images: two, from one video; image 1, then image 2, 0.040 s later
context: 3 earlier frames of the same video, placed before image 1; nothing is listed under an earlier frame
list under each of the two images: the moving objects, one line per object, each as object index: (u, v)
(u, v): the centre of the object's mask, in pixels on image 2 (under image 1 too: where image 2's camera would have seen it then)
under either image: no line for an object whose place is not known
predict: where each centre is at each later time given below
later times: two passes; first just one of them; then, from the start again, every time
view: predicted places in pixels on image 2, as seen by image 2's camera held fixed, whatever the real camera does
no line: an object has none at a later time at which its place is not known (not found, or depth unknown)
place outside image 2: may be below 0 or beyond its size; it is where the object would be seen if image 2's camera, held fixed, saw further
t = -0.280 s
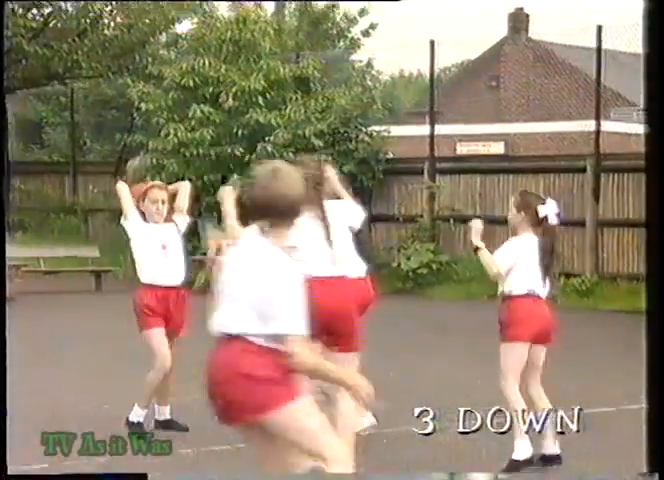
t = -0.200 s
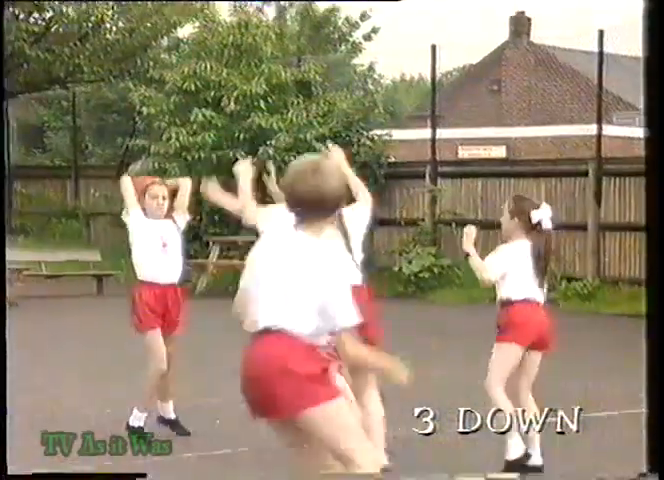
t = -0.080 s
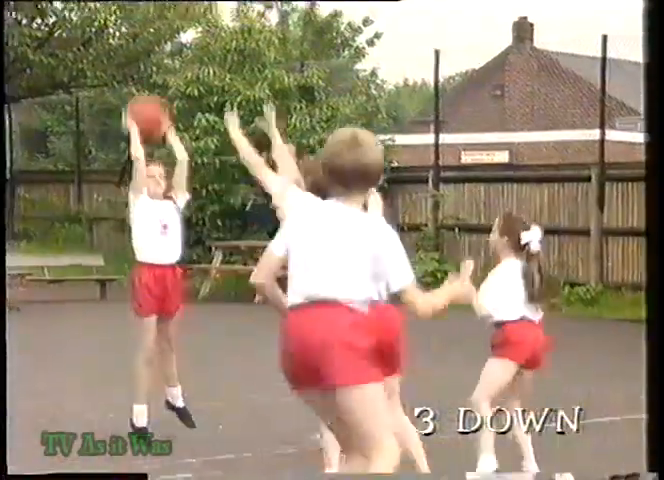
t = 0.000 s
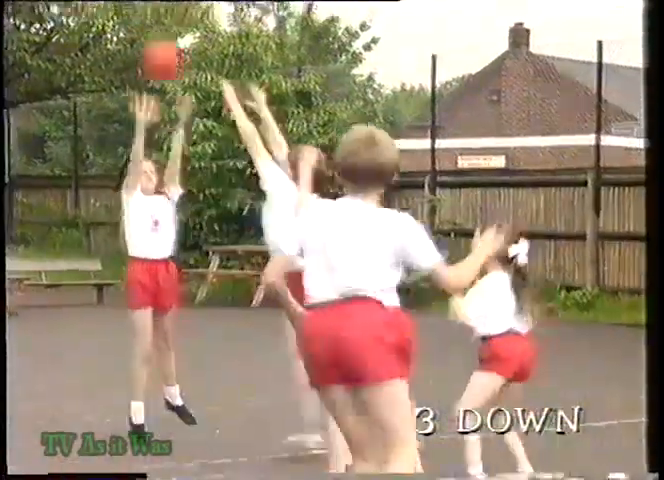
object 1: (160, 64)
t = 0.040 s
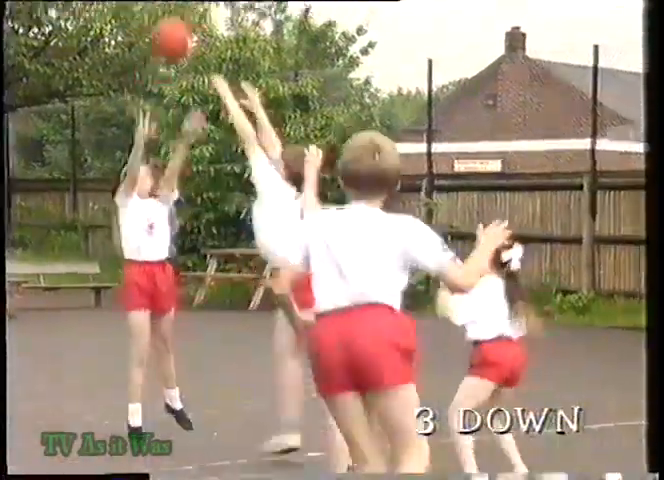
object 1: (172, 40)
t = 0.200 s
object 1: (226, -31)
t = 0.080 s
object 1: (186, 17)
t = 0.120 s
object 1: (200, -2)
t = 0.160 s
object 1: (213, -16)
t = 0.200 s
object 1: (226, -31)
